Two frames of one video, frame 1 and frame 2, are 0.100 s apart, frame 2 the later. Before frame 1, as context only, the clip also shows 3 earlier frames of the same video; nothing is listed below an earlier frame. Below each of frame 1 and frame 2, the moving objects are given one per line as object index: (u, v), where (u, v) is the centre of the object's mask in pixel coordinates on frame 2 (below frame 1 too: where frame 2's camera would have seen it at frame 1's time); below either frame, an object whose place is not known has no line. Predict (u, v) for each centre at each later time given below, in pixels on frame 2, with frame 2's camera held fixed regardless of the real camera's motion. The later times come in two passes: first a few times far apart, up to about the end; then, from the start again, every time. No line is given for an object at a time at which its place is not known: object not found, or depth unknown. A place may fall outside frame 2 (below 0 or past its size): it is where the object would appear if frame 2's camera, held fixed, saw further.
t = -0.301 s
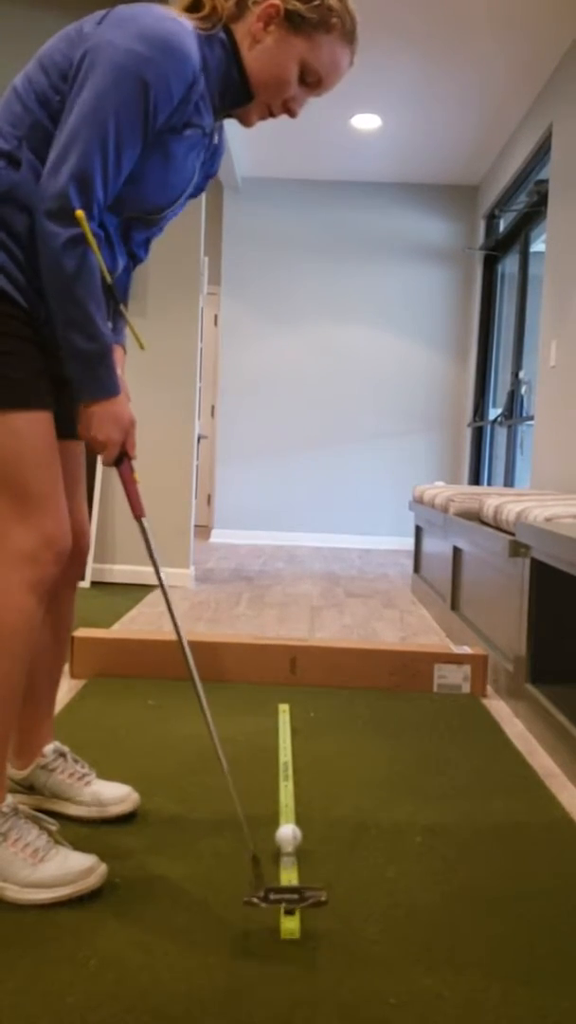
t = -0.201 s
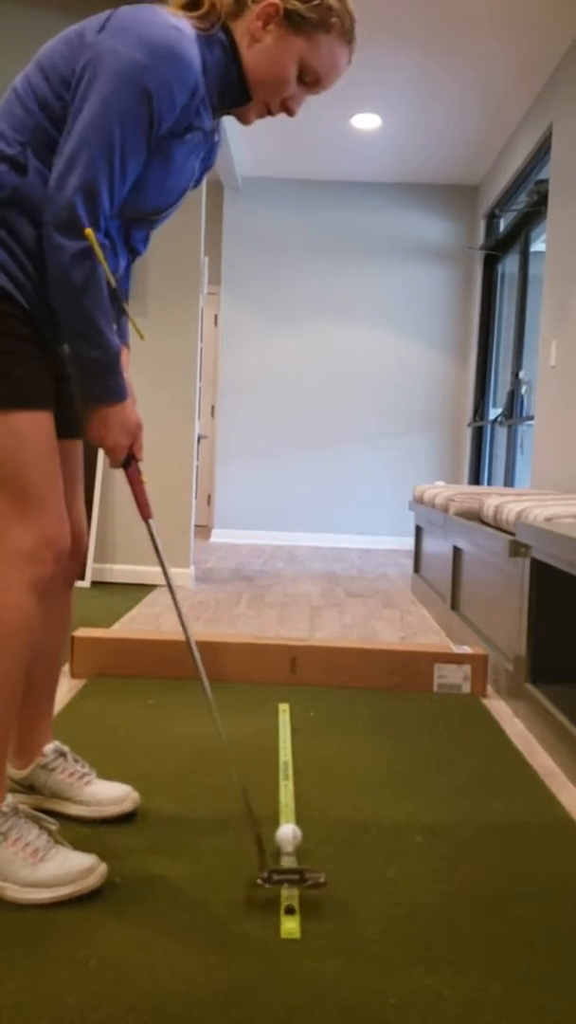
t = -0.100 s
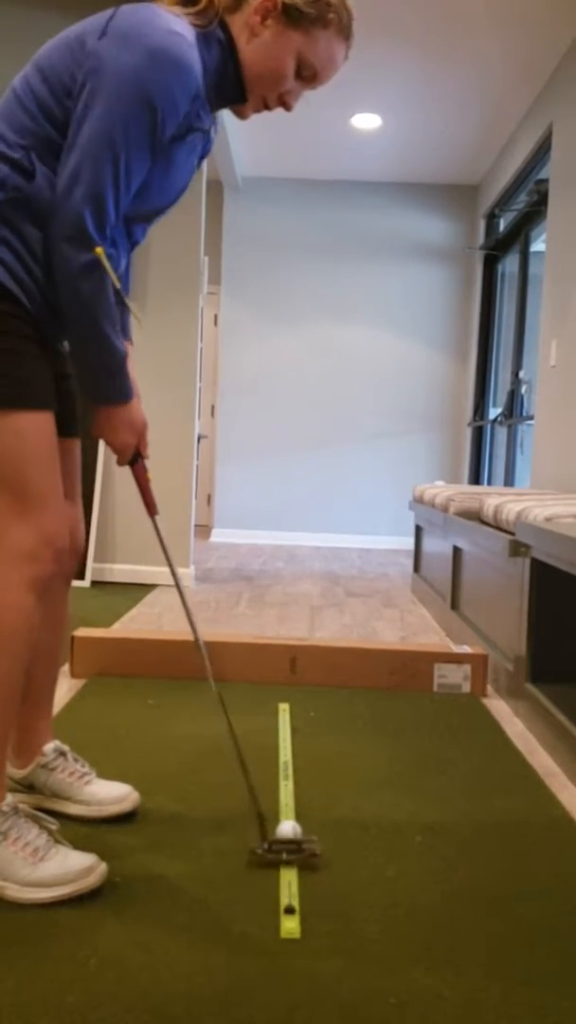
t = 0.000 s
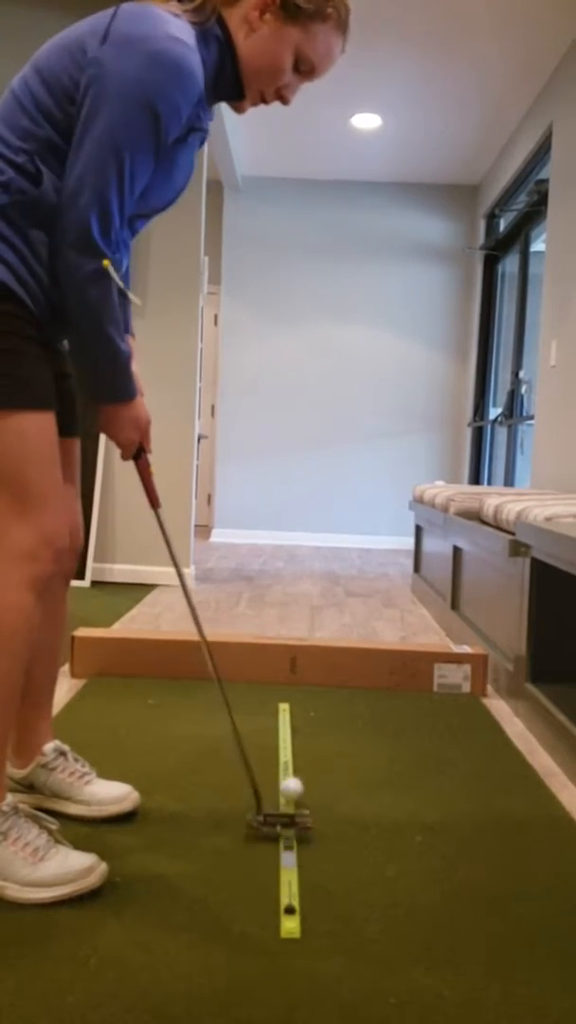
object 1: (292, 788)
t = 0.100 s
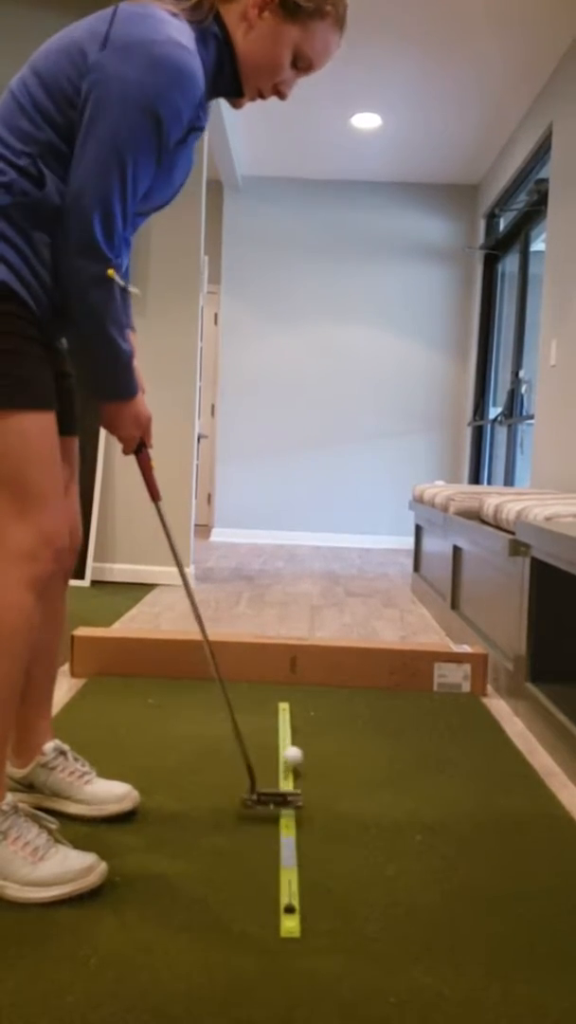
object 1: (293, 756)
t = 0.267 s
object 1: (297, 723)
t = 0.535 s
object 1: (317, 686)
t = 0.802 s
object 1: (331, 687)
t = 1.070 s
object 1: (340, 695)
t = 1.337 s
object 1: (349, 700)
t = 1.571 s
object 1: (356, 701)
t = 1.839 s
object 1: (357, 701)
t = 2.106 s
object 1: (357, 701)
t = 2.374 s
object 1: (357, 701)
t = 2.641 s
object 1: (357, 701)
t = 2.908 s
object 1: (357, 701)
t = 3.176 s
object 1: (357, 701)
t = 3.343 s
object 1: (357, 700)
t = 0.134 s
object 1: (293, 748)
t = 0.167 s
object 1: (293, 740)
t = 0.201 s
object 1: (294, 733)
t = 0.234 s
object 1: (295, 728)
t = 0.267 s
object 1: (297, 723)
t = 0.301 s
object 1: (299, 720)
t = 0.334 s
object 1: (302, 713)
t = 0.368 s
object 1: (305, 709)
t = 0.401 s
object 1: (307, 703)
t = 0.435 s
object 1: (310, 699)
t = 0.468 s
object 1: (313, 694)
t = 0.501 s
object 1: (315, 690)
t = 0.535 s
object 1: (317, 686)
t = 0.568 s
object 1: (319, 682)
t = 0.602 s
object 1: (321, 678)
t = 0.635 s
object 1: (323, 677)
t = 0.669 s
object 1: (324, 679)
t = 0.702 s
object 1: (326, 684)
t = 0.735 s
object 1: (328, 684)
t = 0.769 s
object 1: (329, 686)
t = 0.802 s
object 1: (331, 687)
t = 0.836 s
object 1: (332, 689)
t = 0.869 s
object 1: (333, 690)
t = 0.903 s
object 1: (335, 691)
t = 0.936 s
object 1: (336, 692)
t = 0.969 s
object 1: (337, 693)
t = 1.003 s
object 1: (338, 693)
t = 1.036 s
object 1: (339, 694)
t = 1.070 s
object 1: (340, 695)
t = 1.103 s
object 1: (341, 696)
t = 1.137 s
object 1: (342, 696)
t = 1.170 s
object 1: (343, 697)
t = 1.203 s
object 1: (344, 698)
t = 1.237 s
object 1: (345, 698)
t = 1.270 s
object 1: (346, 699)
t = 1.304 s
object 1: (347, 699)
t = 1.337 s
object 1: (349, 700)
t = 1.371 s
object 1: (350, 700)
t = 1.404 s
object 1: (351, 701)
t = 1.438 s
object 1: (352, 701)
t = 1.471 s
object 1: (353, 701)
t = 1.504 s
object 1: (354, 701)
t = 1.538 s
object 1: (355, 701)
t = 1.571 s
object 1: (356, 701)
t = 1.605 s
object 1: (356, 701)
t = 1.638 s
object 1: (357, 701)
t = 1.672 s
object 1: (357, 701)
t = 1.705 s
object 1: (357, 701)
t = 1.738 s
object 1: (357, 701)
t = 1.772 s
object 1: (357, 701)
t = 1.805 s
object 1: (357, 701)
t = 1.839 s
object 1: (357, 701)
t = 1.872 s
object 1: (357, 701)
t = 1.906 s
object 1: (357, 701)
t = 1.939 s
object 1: (357, 701)
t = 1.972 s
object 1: (357, 701)
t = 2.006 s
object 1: (357, 701)
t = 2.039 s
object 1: (357, 701)
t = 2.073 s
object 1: (357, 701)
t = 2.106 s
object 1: (357, 701)
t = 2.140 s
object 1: (357, 701)
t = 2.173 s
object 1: (357, 701)
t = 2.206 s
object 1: (357, 701)
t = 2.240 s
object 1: (357, 701)
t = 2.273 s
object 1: (357, 701)
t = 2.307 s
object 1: (357, 701)
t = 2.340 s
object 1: (357, 701)
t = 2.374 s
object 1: (357, 701)
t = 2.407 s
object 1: (357, 701)
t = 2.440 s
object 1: (357, 701)
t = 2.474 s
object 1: (357, 701)
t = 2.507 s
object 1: (357, 701)
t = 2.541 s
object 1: (357, 701)
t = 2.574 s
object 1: (357, 701)
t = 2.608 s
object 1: (357, 701)
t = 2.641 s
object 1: (357, 701)
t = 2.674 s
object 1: (357, 701)
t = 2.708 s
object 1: (357, 701)
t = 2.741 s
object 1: (357, 701)
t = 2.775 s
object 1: (357, 701)
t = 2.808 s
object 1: (357, 701)
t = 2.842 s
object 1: (357, 701)
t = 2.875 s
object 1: (357, 701)
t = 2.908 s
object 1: (357, 701)
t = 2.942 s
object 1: (357, 701)
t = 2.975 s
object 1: (357, 701)
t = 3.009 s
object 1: (357, 701)
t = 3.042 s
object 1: (357, 701)
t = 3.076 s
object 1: (357, 701)
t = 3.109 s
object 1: (357, 701)
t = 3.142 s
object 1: (357, 701)
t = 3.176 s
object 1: (357, 701)
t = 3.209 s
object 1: (357, 701)
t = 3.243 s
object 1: (357, 701)
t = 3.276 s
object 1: (357, 700)
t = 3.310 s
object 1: (357, 700)
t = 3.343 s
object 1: (357, 700)
